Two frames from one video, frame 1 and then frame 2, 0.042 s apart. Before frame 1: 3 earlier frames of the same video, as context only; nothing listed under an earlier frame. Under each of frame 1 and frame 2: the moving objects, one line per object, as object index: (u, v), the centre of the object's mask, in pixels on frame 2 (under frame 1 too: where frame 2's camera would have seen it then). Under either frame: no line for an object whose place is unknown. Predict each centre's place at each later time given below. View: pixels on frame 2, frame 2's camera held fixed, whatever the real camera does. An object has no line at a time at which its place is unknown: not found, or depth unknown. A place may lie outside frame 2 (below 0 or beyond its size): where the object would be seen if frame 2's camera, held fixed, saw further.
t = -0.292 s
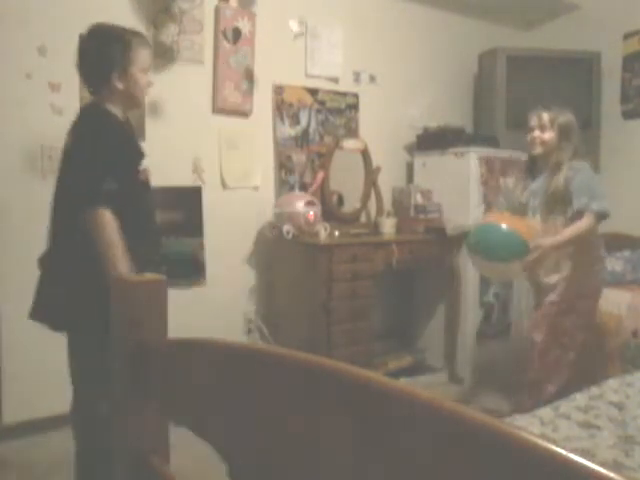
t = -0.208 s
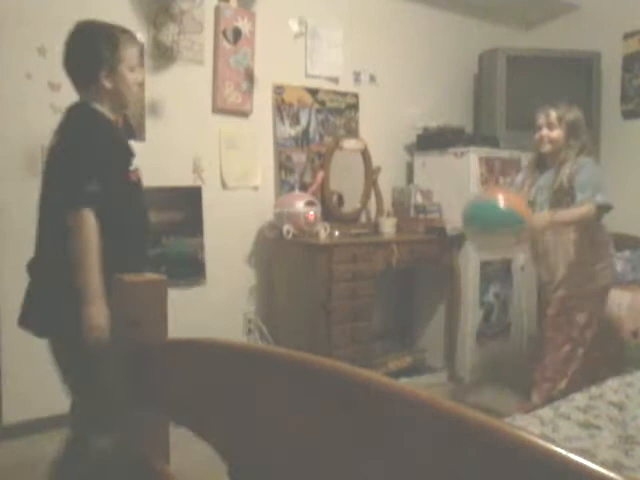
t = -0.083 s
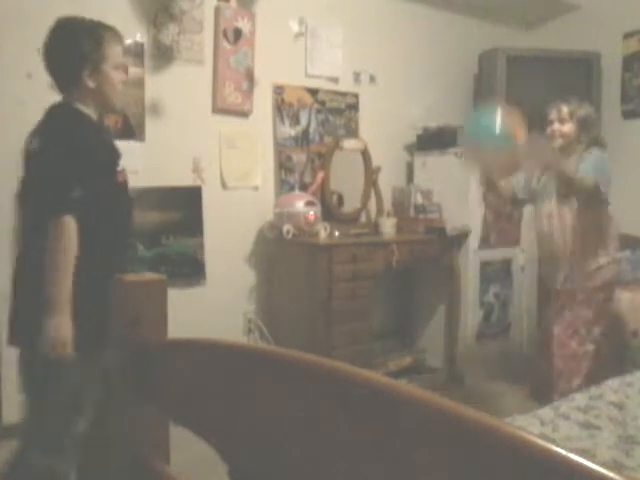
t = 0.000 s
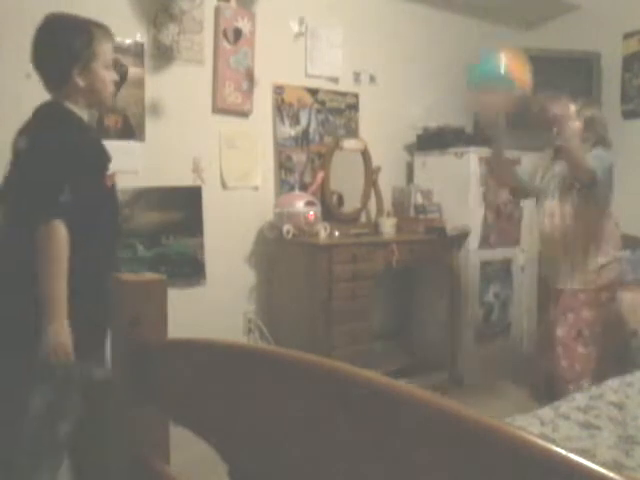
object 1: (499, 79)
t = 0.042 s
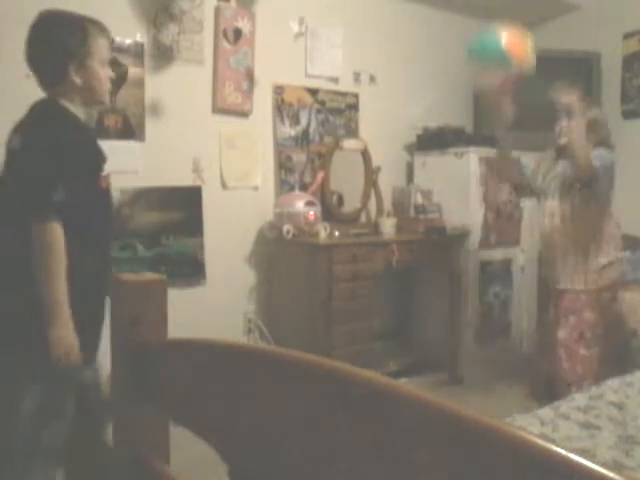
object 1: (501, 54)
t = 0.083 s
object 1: (503, 35)
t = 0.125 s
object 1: (507, 21)
